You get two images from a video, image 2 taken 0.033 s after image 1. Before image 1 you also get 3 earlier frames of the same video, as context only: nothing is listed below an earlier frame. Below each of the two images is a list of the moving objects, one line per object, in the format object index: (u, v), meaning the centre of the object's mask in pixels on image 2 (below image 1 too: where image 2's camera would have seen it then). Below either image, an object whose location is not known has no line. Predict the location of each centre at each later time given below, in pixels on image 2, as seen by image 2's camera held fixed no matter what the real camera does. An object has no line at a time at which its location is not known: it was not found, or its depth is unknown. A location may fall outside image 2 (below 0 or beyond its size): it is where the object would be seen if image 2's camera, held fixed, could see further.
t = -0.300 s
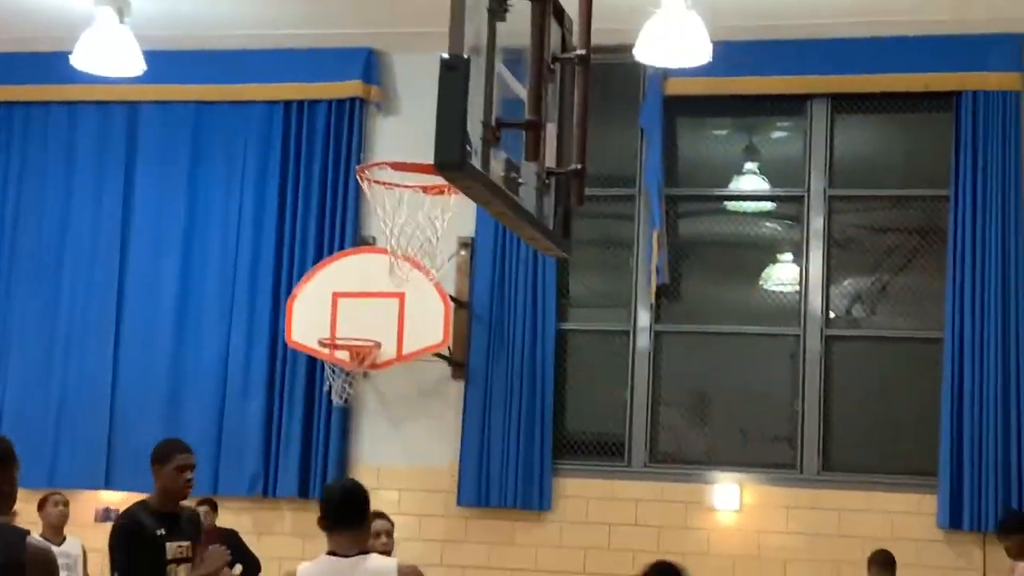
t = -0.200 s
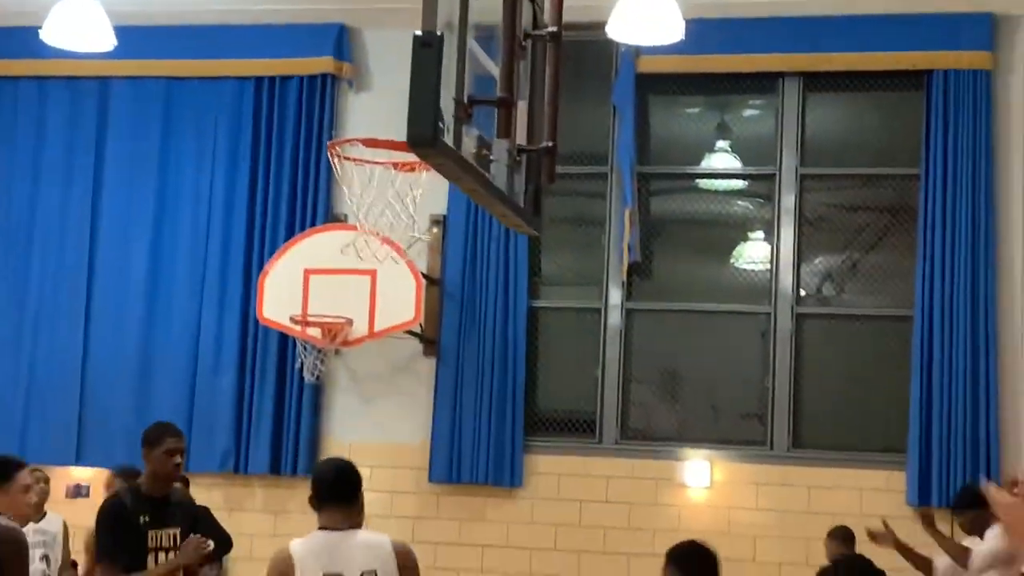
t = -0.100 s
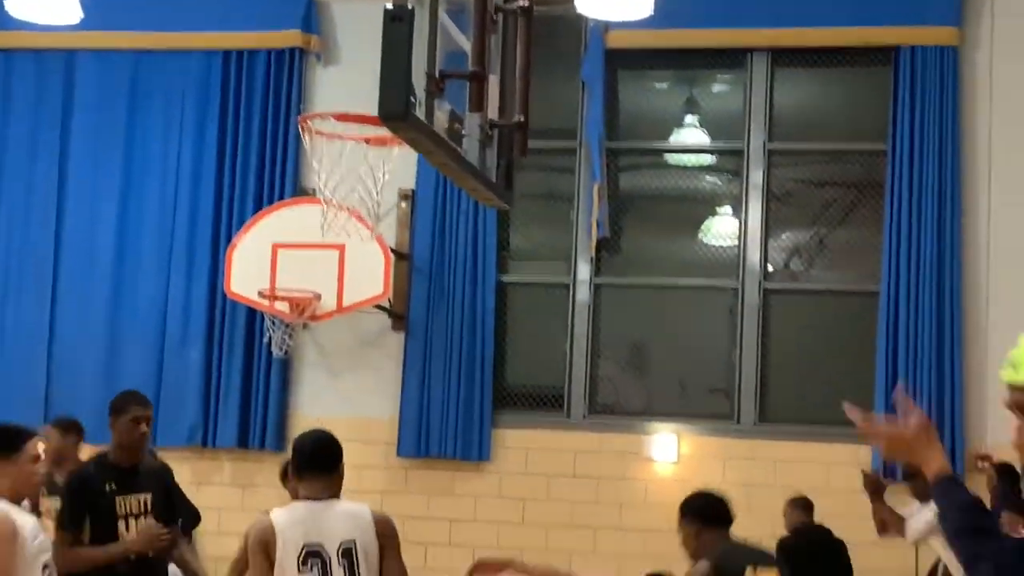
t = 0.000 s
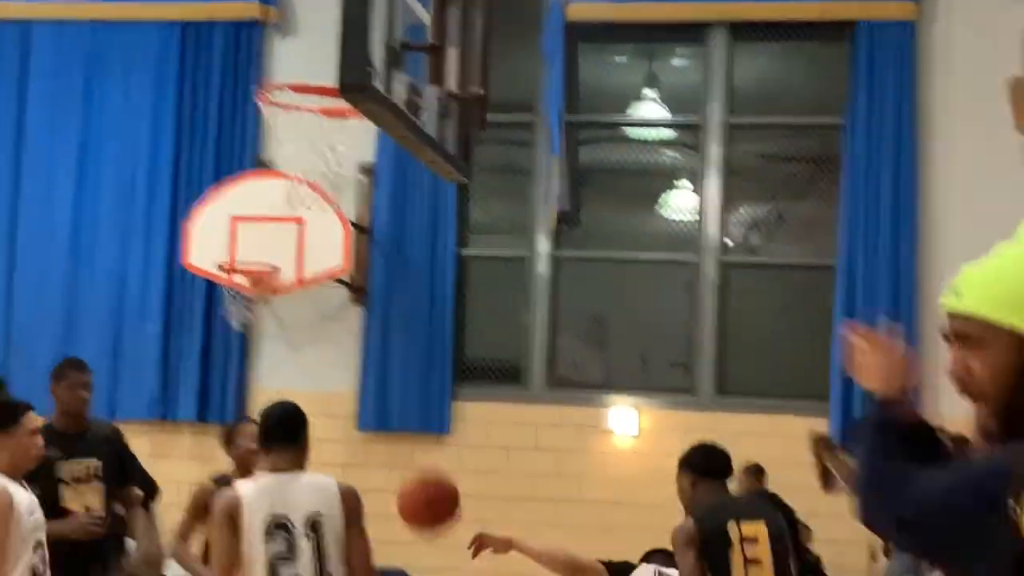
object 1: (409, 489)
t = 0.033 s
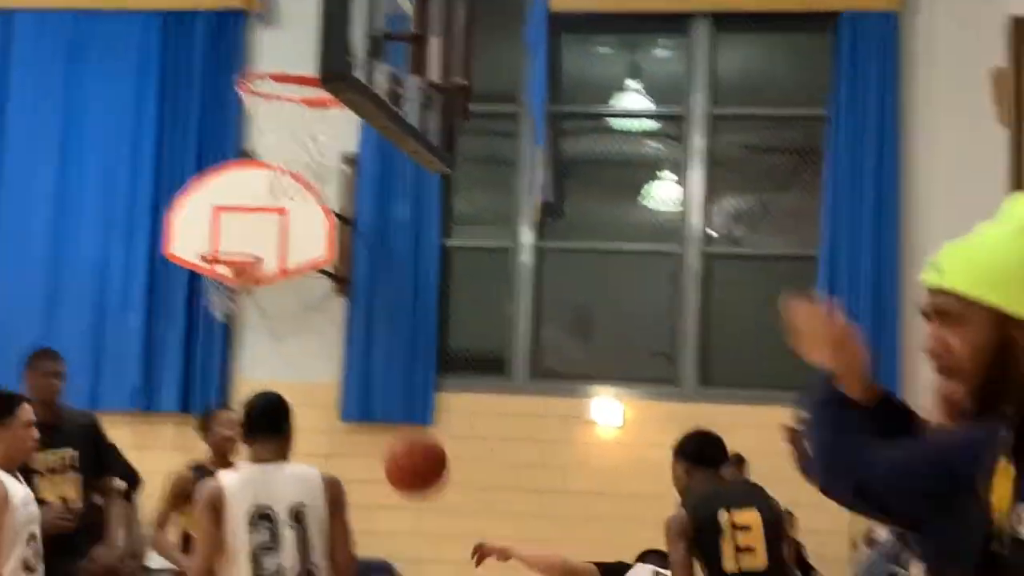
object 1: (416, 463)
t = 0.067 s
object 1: (419, 436)
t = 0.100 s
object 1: (423, 413)
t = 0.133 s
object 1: (427, 393)
